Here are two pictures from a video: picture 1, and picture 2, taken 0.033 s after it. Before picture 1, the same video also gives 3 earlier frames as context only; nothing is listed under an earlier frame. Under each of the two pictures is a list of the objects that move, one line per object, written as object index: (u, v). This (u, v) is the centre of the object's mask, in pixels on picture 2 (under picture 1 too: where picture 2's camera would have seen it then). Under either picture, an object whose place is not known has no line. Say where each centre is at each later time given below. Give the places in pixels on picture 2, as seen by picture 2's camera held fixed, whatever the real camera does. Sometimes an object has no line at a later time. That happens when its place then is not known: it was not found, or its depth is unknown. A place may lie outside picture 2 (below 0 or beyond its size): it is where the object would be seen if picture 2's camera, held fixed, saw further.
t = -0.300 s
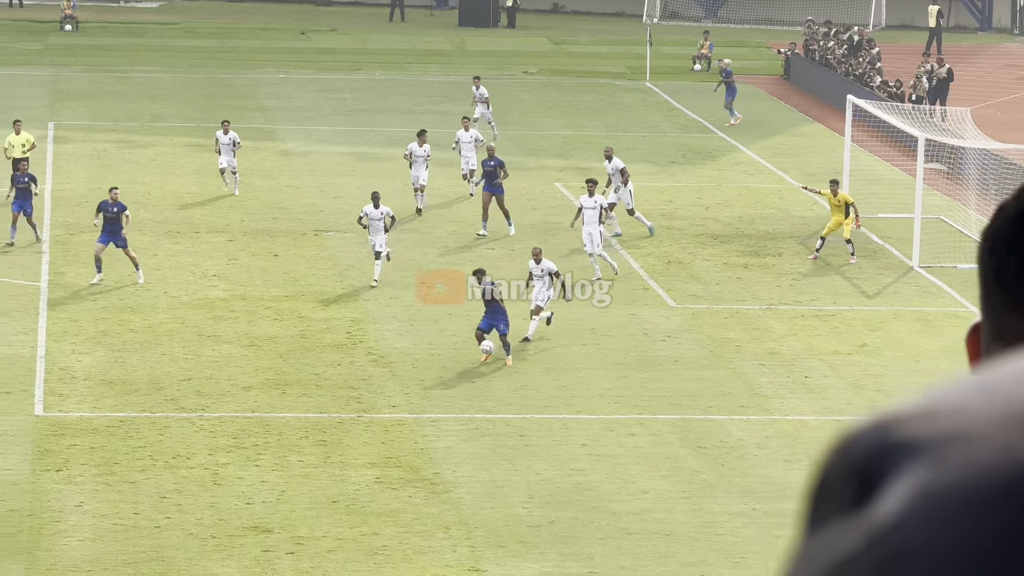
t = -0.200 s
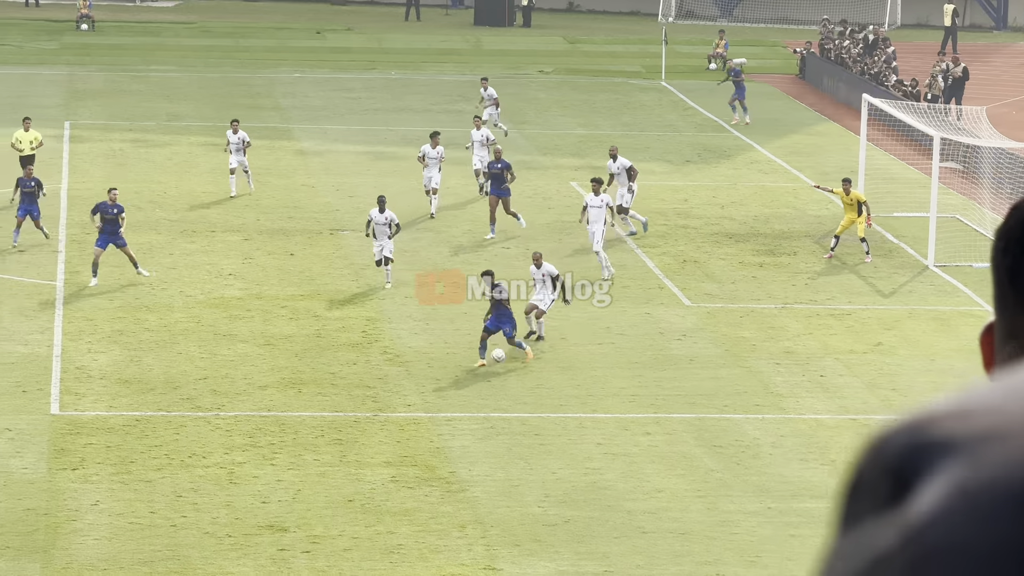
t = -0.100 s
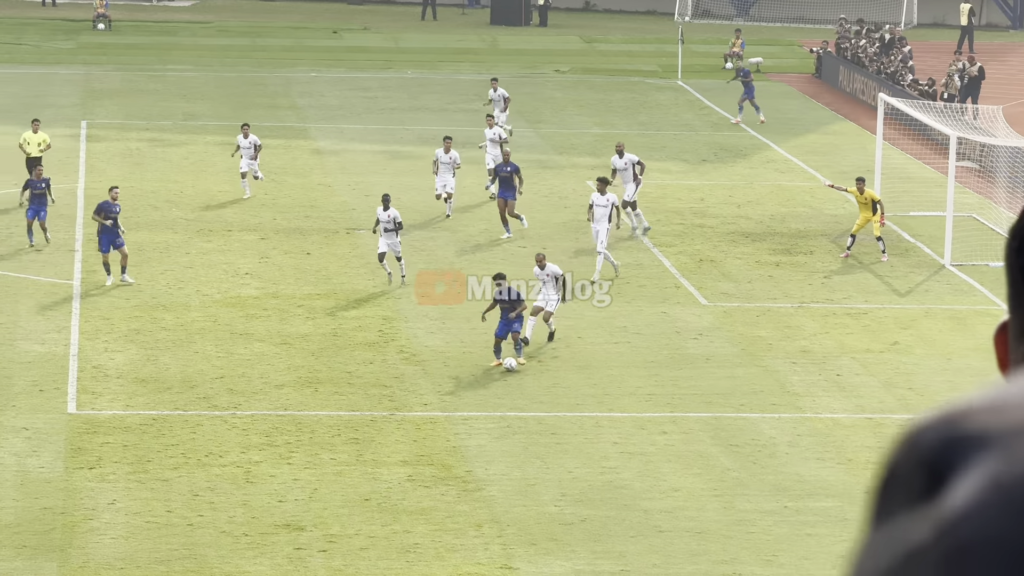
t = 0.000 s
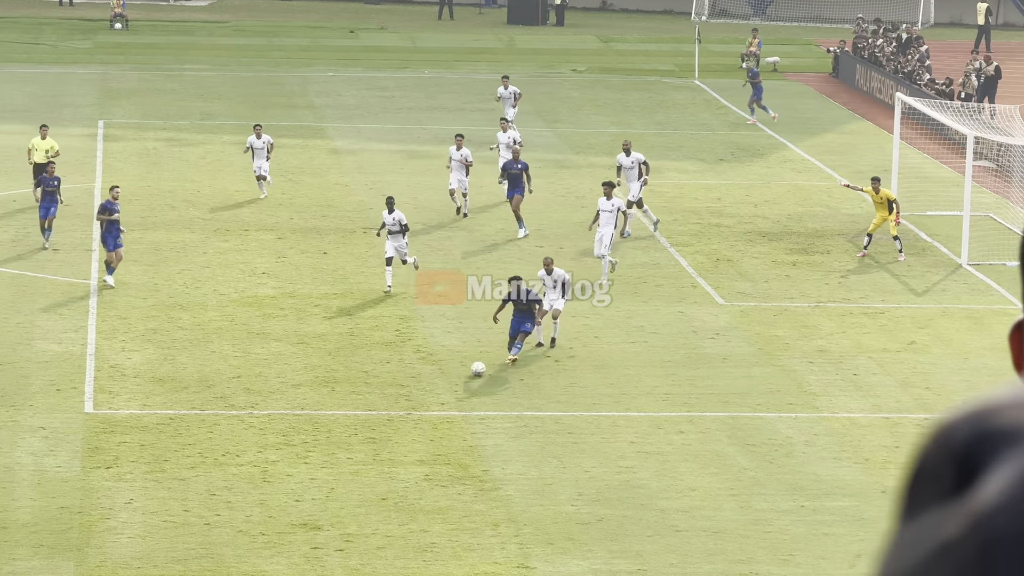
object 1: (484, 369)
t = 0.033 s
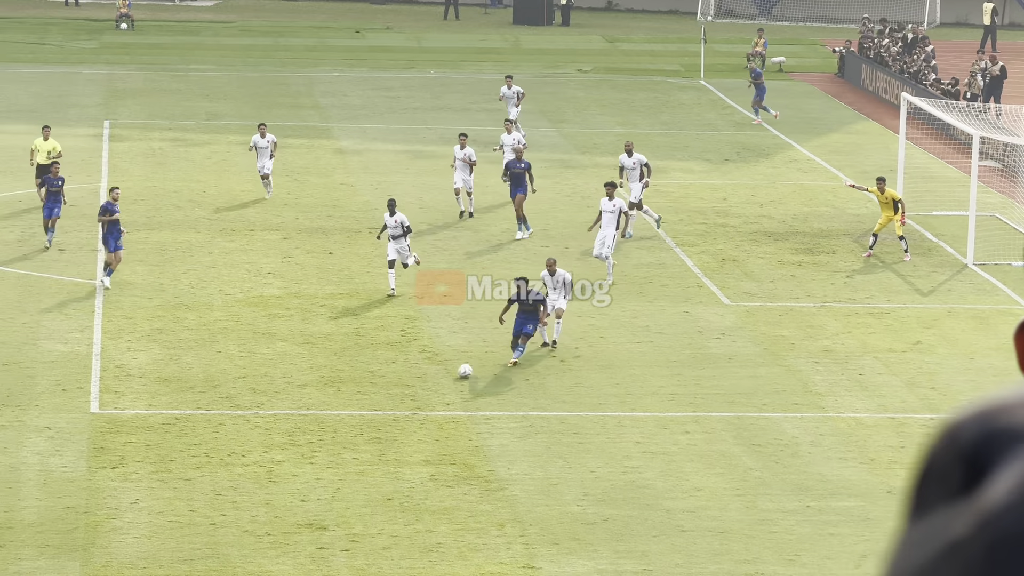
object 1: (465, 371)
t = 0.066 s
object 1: (447, 373)
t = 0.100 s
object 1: (430, 374)
